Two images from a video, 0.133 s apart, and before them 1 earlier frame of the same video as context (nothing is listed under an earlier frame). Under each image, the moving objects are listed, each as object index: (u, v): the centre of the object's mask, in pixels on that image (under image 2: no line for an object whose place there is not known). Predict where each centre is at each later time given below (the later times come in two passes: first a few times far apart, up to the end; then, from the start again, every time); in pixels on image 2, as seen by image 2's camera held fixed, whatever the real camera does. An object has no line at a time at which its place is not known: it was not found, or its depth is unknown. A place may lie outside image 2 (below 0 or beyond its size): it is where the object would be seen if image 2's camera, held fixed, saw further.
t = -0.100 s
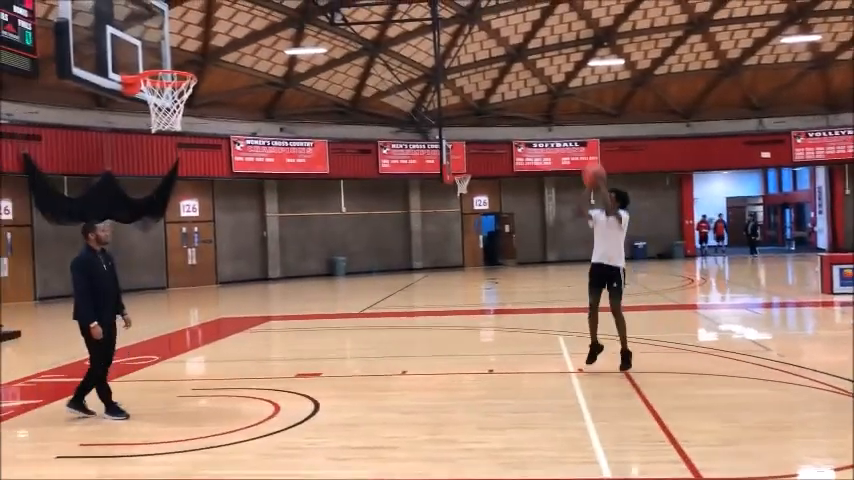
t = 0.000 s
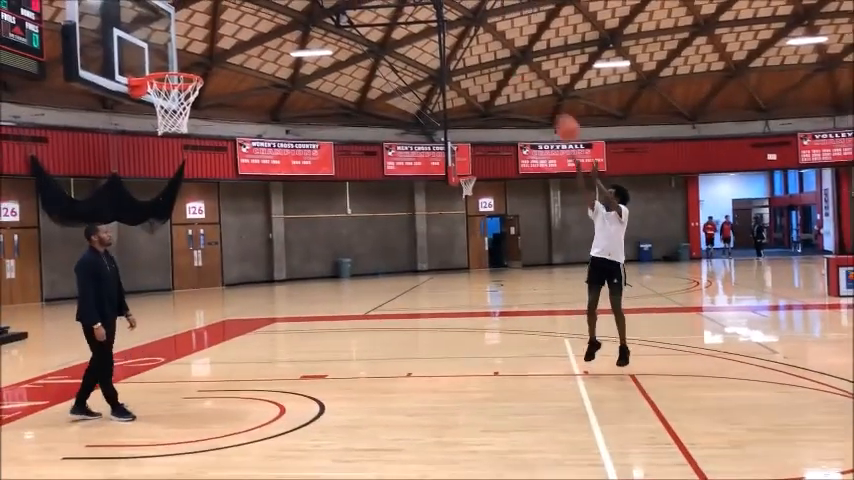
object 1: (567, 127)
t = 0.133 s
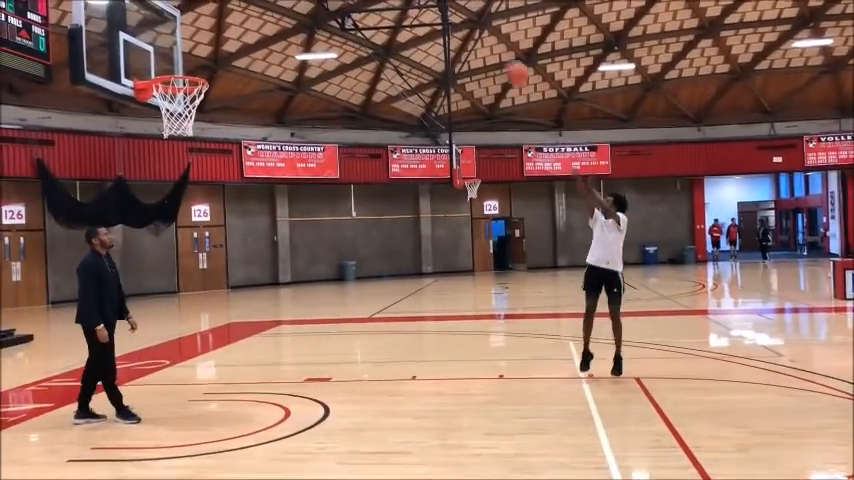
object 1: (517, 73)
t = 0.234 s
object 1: (474, 39)
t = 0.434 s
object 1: (391, 2)
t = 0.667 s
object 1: (291, 8)
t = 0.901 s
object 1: (192, 67)
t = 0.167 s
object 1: (503, 62)
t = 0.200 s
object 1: (489, 50)
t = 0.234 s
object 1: (474, 39)
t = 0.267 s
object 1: (462, 32)
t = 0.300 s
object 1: (447, 24)
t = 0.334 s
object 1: (434, 17)
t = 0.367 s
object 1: (419, 10)
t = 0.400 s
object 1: (404, 6)
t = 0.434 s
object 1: (391, 2)
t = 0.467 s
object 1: (376, 2)
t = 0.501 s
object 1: (362, 1)
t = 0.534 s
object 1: (348, 0)
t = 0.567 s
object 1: (334, 1)
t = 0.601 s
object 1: (319, 2)
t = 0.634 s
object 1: (306, 4)
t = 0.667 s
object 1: (291, 8)
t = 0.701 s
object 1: (276, 13)
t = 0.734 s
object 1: (261, 20)
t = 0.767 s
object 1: (248, 30)
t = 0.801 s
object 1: (232, 38)
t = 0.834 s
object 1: (218, 49)
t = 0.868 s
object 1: (202, 61)
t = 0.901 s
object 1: (192, 67)
